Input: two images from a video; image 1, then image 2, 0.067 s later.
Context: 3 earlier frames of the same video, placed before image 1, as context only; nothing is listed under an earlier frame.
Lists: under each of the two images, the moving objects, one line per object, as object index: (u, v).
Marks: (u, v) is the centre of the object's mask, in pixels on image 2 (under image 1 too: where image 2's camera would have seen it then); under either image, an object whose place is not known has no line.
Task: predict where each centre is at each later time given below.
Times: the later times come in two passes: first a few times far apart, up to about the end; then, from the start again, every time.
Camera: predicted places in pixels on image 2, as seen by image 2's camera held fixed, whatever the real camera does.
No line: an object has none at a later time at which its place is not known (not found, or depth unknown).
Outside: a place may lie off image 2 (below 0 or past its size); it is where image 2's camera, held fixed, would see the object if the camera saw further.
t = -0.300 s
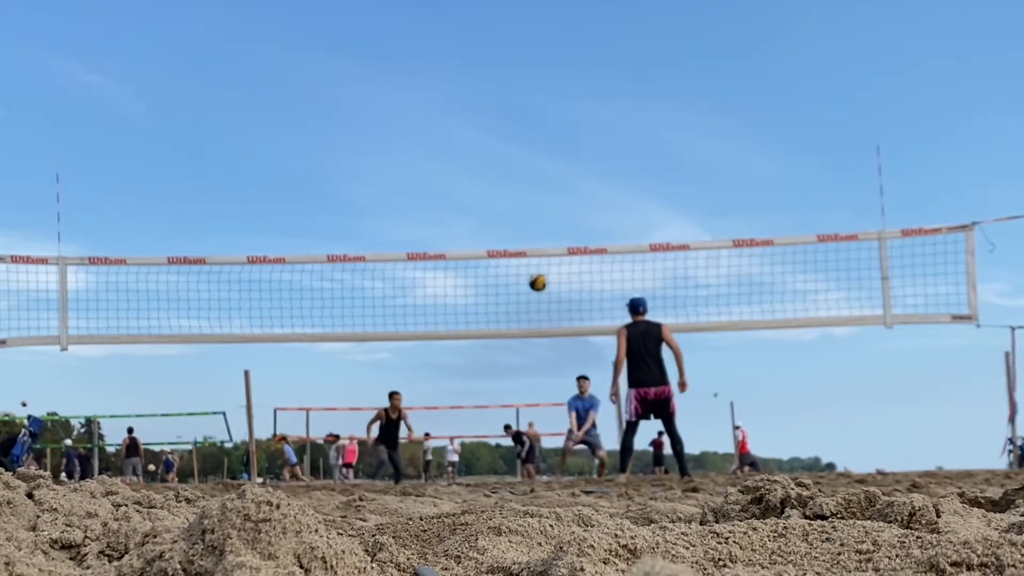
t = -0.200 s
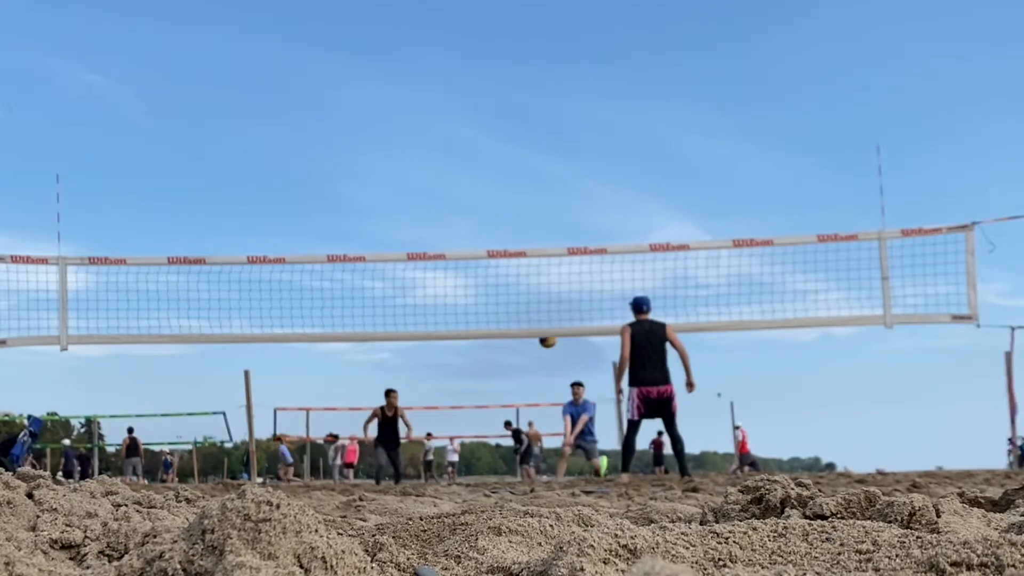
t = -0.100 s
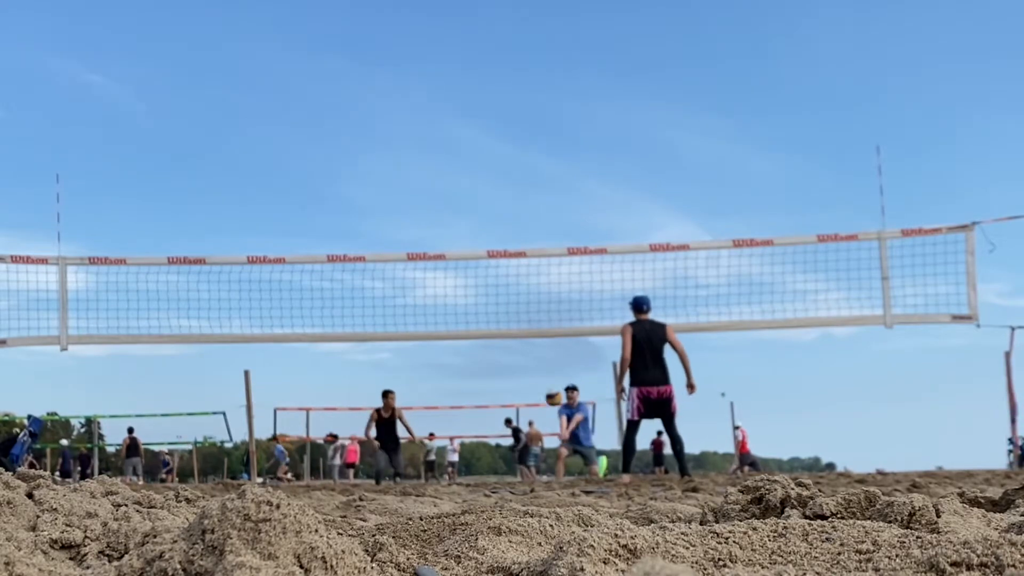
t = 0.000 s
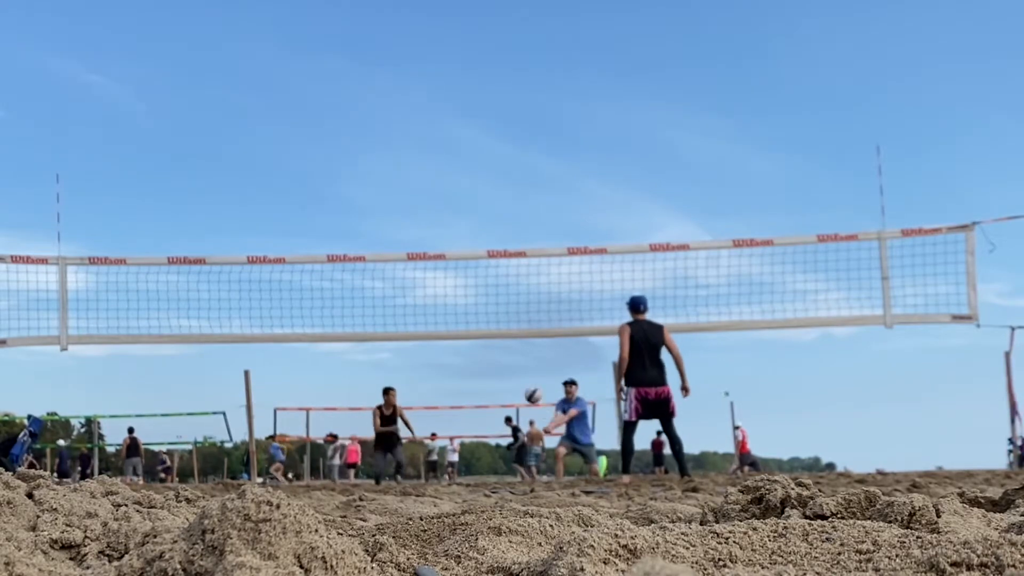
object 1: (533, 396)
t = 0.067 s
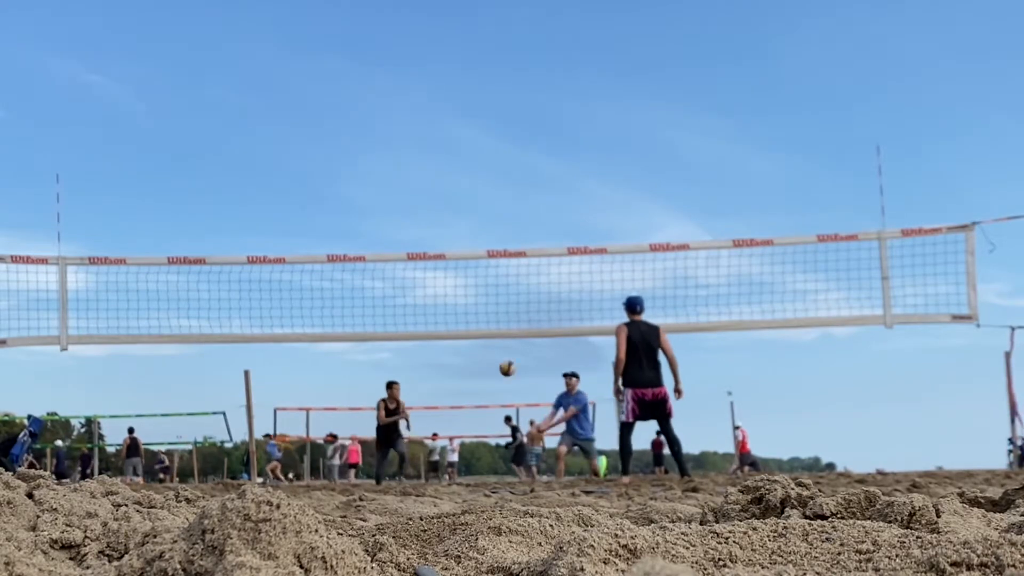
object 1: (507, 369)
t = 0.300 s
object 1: (418, 302)
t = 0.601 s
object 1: (306, 280)
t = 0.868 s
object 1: (206, 319)
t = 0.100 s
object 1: (494, 356)
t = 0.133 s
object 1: (482, 346)
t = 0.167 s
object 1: (469, 341)
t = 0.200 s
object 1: (456, 324)
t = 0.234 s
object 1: (444, 317)
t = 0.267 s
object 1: (431, 309)
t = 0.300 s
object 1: (418, 302)
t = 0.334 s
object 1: (406, 296)
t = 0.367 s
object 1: (393, 291)
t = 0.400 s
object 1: (381, 288)
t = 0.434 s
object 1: (368, 283)
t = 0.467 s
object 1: (356, 282)
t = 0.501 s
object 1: (343, 280)
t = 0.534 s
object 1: (331, 279)
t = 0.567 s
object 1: (319, 279)
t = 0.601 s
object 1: (306, 280)
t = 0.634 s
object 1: (293, 282)
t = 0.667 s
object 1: (281, 284)
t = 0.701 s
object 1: (269, 289)
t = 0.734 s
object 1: (256, 292)
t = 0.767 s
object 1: (243, 298)
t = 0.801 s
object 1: (231, 304)
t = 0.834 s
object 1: (218, 310)
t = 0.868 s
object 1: (206, 319)
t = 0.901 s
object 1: (193, 327)
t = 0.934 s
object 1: (180, 332)
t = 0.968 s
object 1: (168, 349)
